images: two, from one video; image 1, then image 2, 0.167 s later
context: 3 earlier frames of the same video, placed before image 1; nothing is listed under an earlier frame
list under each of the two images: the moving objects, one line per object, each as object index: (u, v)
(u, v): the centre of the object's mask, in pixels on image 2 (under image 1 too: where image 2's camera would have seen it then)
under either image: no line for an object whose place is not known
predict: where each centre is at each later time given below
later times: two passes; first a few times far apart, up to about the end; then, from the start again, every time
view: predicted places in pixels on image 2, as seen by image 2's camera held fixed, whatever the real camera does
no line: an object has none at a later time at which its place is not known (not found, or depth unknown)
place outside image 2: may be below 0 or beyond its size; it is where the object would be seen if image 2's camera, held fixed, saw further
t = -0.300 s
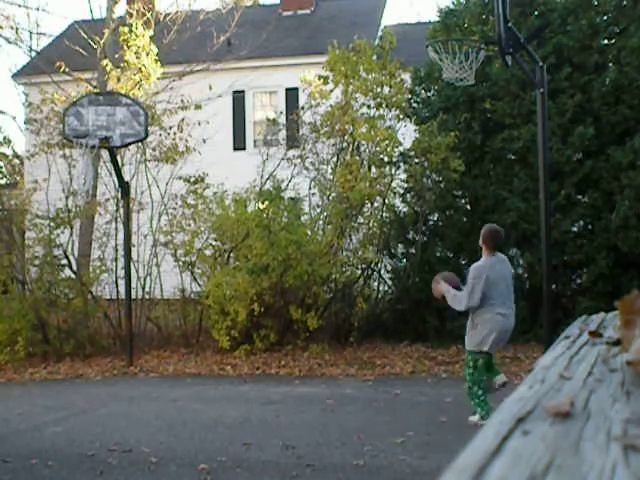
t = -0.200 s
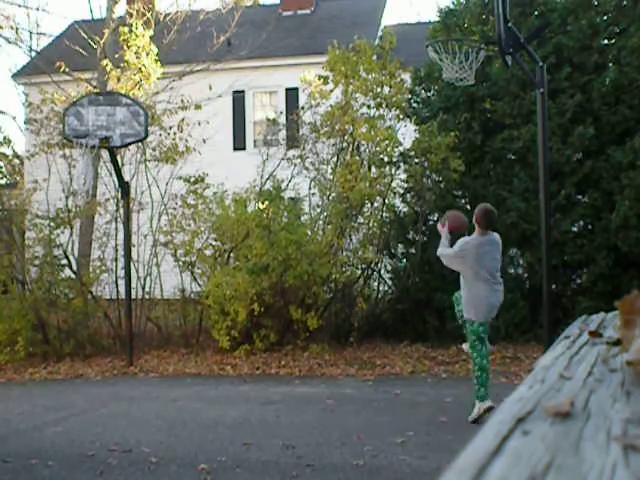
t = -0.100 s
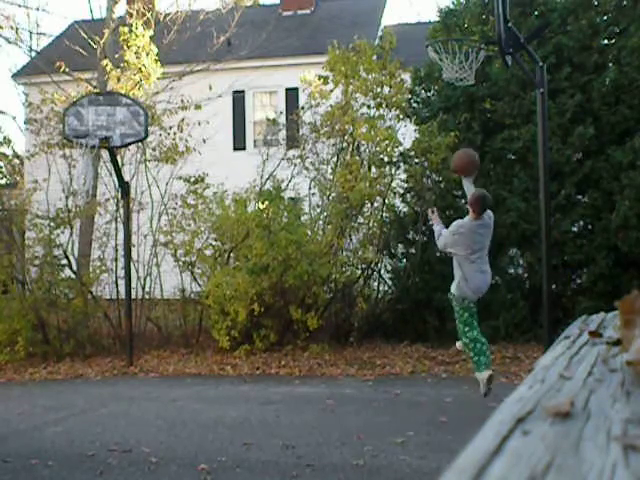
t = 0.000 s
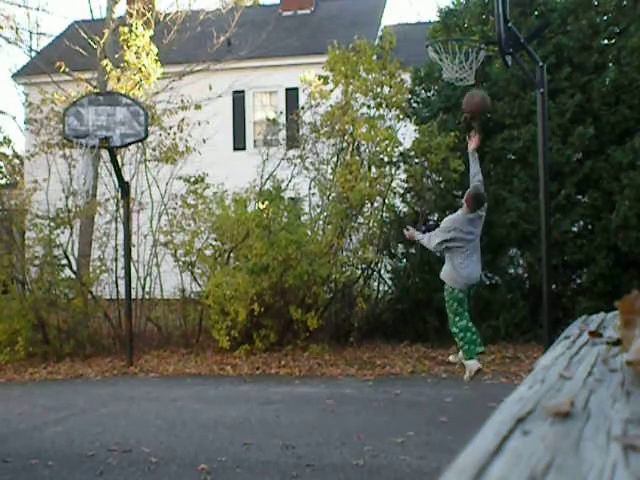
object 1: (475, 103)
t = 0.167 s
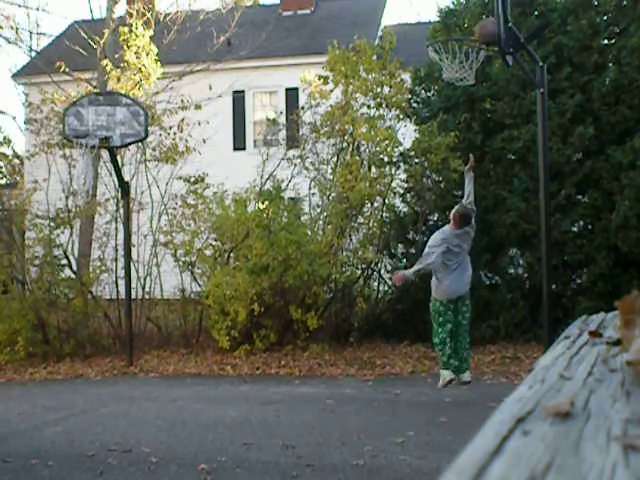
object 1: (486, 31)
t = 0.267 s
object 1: (481, 13)
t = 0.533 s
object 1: (467, 18)
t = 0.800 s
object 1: (464, 34)
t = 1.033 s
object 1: (465, 89)
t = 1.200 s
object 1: (464, 163)
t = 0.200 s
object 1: (485, 26)
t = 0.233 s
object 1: (483, 19)
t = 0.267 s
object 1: (481, 13)
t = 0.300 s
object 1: (480, 11)
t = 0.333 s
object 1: (477, 9)
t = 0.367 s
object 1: (476, 9)
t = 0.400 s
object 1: (476, 9)
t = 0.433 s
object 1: (473, 9)
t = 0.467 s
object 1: (472, 11)
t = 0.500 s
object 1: (470, 13)
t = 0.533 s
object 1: (467, 18)
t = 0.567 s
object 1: (466, 23)
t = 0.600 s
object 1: (465, 30)
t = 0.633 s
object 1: (464, 34)
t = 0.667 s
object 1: (464, 33)
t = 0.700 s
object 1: (464, 33)
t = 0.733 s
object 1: (464, 33)
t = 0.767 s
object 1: (464, 33)
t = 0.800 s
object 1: (464, 34)
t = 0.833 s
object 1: (465, 37)
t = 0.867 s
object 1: (464, 46)
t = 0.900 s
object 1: (464, 52)
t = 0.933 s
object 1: (463, 56)
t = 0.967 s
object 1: (465, 78)
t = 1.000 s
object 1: (462, 80)
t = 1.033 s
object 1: (465, 89)
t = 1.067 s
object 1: (465, 100)
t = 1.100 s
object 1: (464, 115)
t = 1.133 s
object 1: (465, 130)
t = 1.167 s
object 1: (464, 145)
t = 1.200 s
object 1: (464, 163)
